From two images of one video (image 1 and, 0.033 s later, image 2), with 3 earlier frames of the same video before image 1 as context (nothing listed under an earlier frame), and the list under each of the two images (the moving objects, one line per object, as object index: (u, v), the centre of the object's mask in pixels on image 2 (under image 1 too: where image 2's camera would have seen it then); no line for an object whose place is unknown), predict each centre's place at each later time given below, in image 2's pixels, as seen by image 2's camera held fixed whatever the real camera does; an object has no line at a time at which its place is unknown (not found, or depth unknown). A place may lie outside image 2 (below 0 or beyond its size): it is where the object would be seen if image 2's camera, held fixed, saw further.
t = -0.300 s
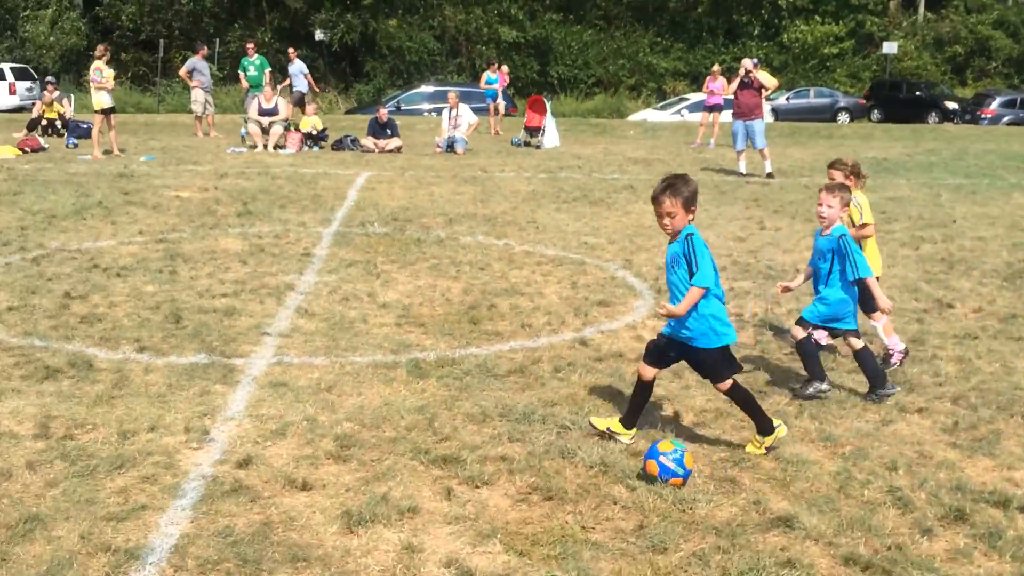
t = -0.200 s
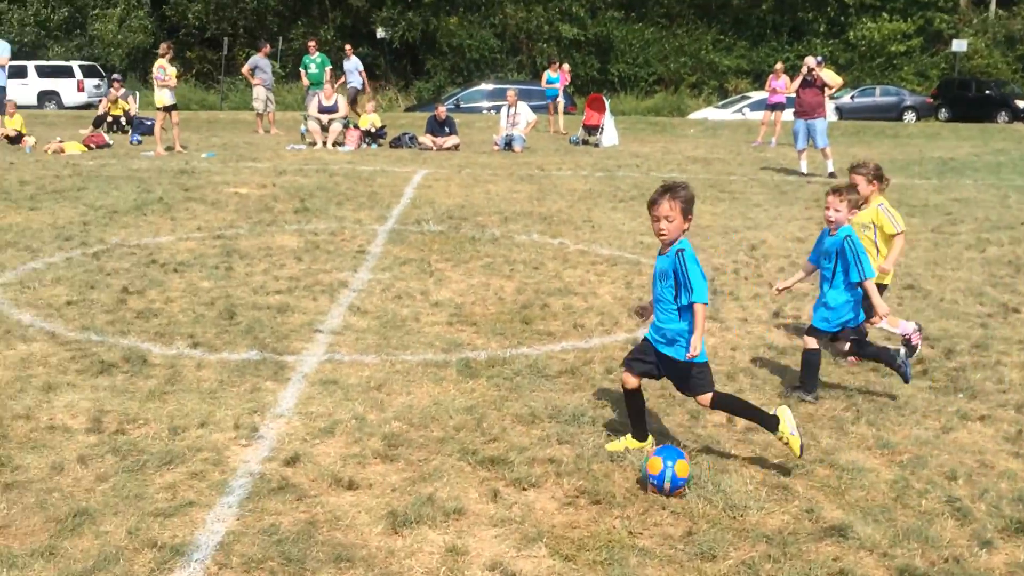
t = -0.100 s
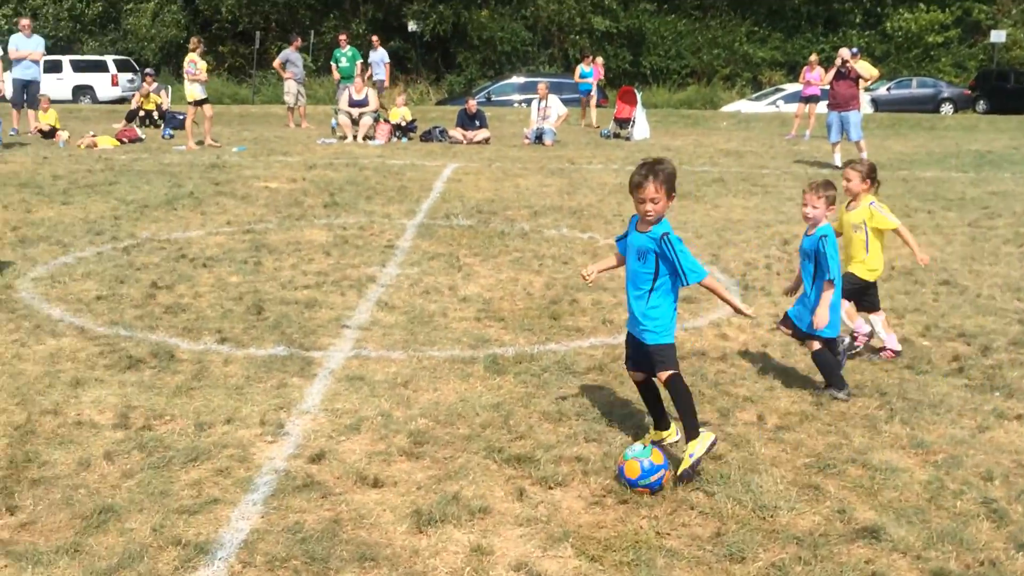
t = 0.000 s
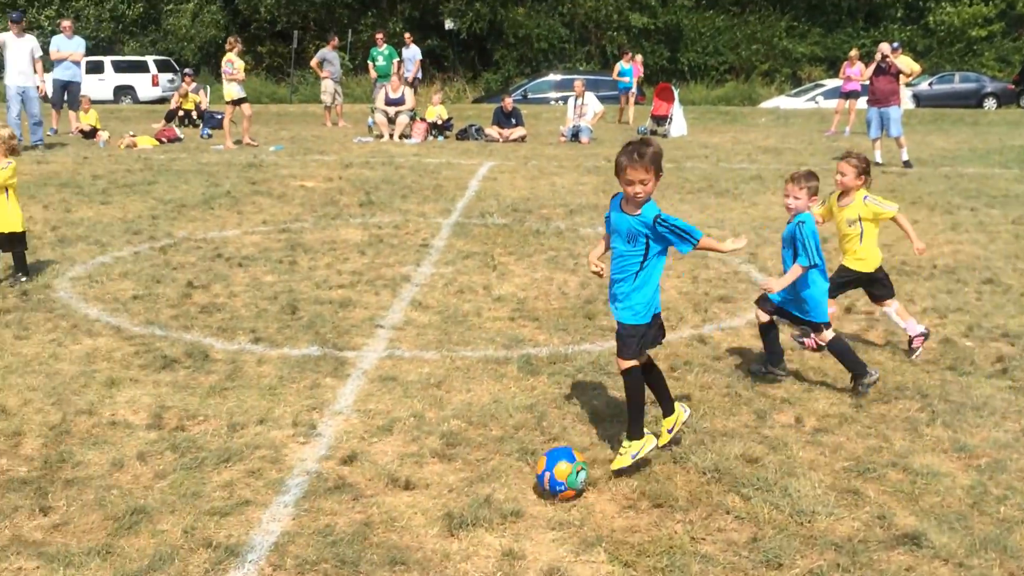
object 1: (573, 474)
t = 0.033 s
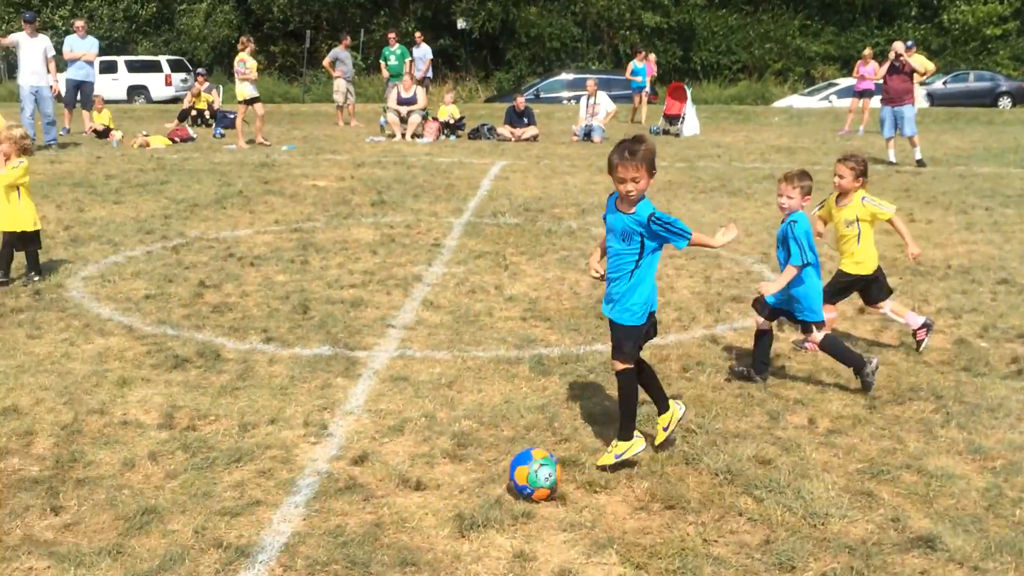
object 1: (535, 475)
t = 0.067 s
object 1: (498, 473)
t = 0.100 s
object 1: (466, 470)
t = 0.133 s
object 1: (433, 468)
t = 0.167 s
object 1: (402, 469)
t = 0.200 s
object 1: (370, 475)
